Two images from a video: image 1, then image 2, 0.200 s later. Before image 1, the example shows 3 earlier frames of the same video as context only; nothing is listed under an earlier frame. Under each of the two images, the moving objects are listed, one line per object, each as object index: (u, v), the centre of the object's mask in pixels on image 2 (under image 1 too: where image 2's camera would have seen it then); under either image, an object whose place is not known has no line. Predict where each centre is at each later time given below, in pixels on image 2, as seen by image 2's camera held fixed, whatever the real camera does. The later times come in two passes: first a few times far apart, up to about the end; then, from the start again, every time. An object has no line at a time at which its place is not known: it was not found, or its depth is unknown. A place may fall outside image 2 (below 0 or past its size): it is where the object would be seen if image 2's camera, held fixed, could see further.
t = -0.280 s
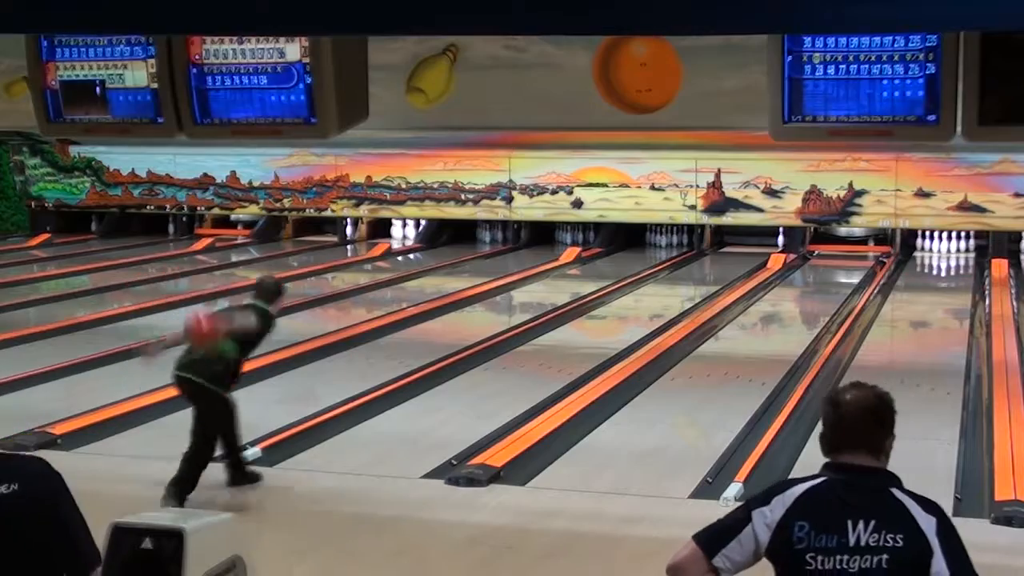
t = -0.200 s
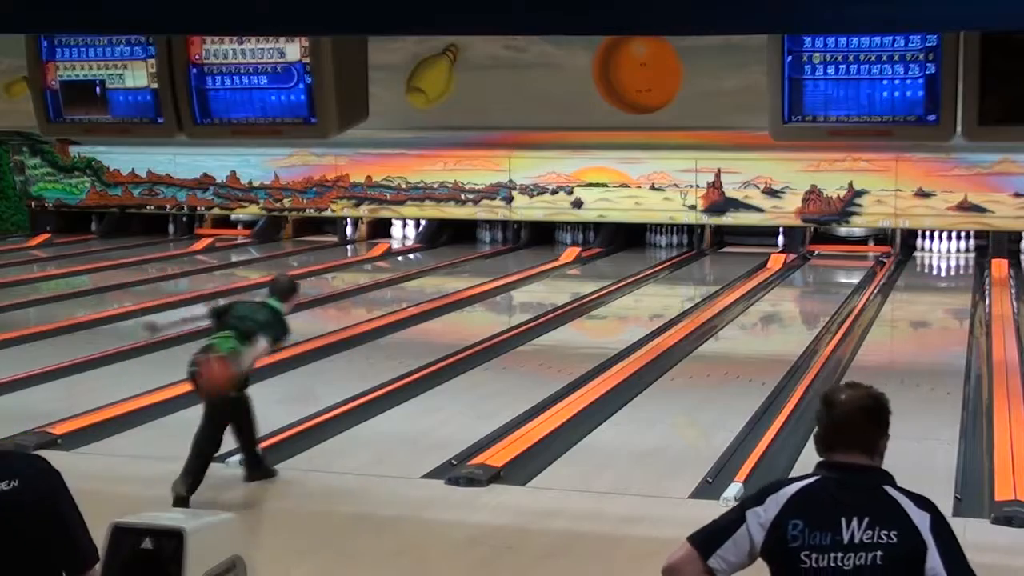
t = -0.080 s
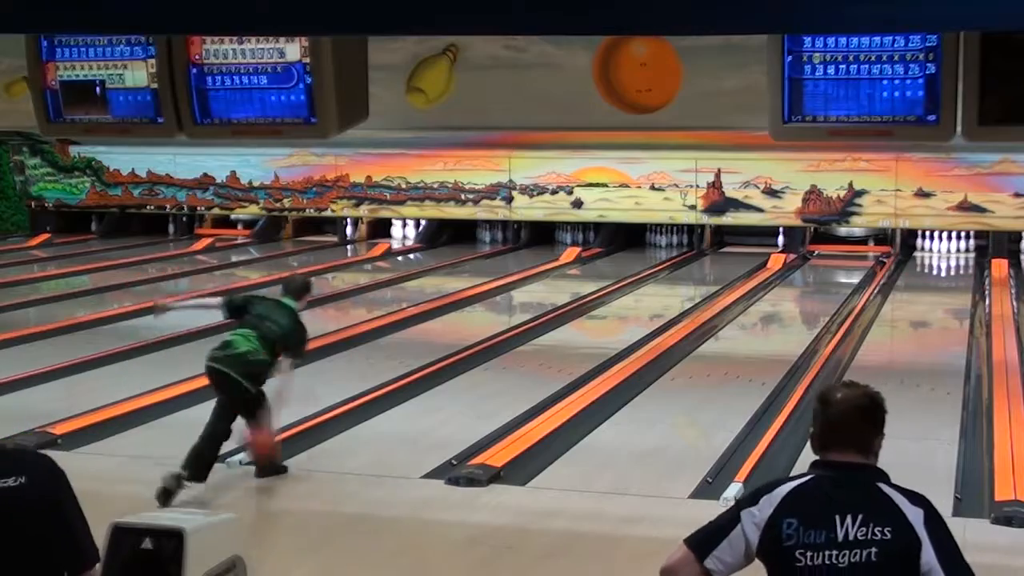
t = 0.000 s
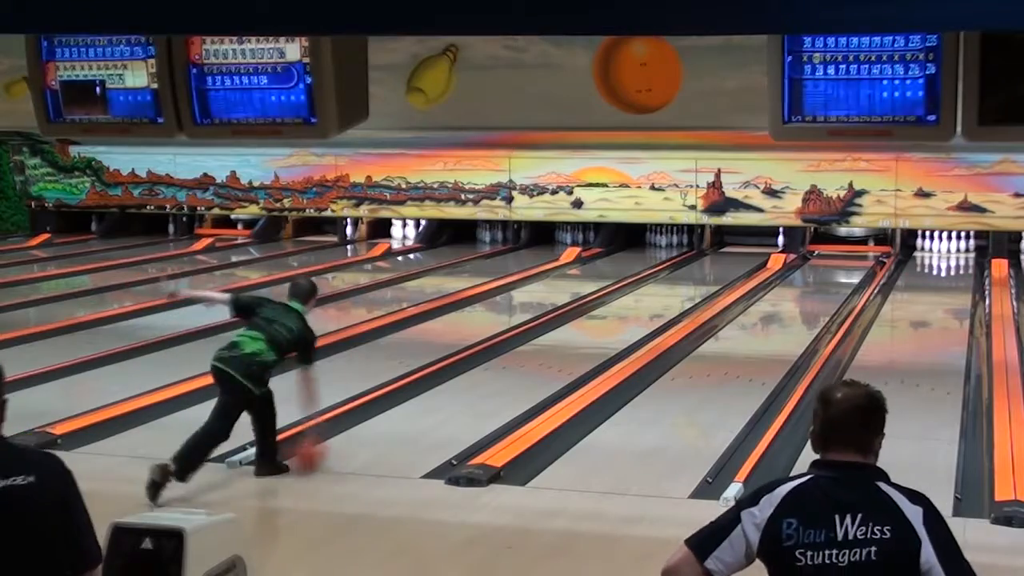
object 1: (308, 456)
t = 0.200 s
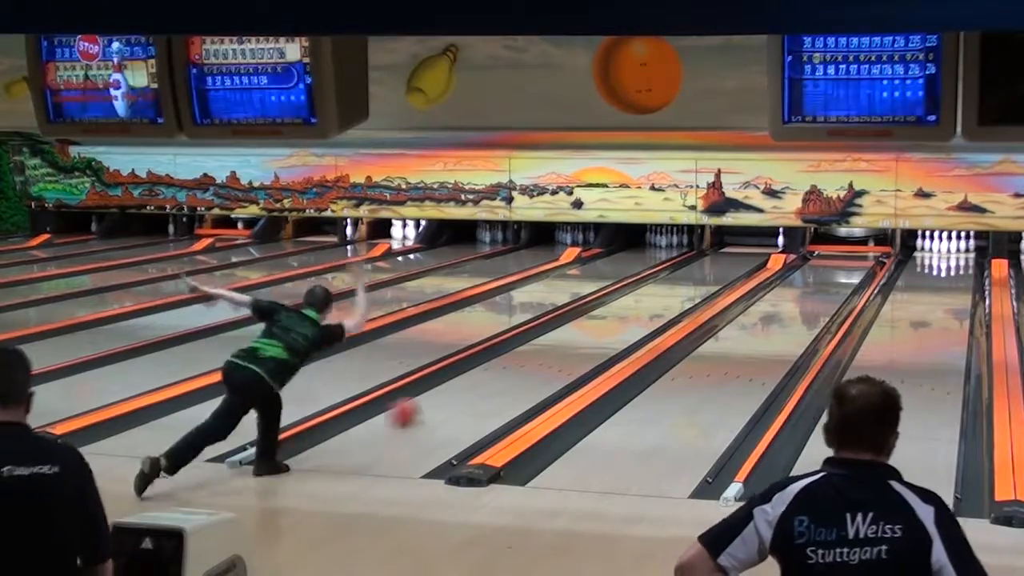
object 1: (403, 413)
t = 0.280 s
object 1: (436, 398)
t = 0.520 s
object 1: (514, 362)
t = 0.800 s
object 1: (585, 331)
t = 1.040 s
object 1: (630, 310)
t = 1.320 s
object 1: (673, 290)
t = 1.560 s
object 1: (702, 277)
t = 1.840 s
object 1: (731, 264)
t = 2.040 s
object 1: (747, 256)
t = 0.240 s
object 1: (420, 405)
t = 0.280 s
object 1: (436, 398)
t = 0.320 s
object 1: (450, 392)
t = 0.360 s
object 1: (464, 386)
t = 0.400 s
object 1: (478, 380)
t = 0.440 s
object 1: (491, 373)
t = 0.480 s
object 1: (502, 369)
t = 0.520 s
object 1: (514, 362)
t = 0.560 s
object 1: (525, 358)
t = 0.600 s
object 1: (537, 353)
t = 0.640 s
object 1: (547, 348)
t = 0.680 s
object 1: (557, 344)
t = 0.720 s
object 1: (566, 340)
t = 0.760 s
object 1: (575, 335)
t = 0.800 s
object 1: (585, 331)
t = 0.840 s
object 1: (593, 327)
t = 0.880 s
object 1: (601, 324)
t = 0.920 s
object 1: (610, 320)
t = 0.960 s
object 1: (617, 317)
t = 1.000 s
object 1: (624, 313)
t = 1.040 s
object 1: (630, 310)
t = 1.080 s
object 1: (637, 307)
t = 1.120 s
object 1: (643, 304)
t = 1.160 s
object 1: (650, 301)
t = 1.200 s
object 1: (656, 298)
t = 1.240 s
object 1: (662, 295)
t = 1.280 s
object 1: (667, 293)
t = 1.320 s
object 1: (673, 290)
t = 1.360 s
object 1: (678, 288)
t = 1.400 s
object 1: (683, 285)
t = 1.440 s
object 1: (689, 284)
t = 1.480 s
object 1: (695, 281)
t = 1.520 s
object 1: (698, 278)
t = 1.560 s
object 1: (702, 277)
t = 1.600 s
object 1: (707, 276)
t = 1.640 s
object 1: (711, 274)
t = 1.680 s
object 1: (719, 270)
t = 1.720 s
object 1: (721, 269)
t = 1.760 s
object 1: (723, 268)
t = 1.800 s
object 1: (727, 265)
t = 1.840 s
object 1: (731, 264)
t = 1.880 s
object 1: (735, 262)
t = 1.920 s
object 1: (738, 260)
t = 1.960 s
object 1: (741, 259)
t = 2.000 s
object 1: (745, 258)
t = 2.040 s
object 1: (747, 256)
